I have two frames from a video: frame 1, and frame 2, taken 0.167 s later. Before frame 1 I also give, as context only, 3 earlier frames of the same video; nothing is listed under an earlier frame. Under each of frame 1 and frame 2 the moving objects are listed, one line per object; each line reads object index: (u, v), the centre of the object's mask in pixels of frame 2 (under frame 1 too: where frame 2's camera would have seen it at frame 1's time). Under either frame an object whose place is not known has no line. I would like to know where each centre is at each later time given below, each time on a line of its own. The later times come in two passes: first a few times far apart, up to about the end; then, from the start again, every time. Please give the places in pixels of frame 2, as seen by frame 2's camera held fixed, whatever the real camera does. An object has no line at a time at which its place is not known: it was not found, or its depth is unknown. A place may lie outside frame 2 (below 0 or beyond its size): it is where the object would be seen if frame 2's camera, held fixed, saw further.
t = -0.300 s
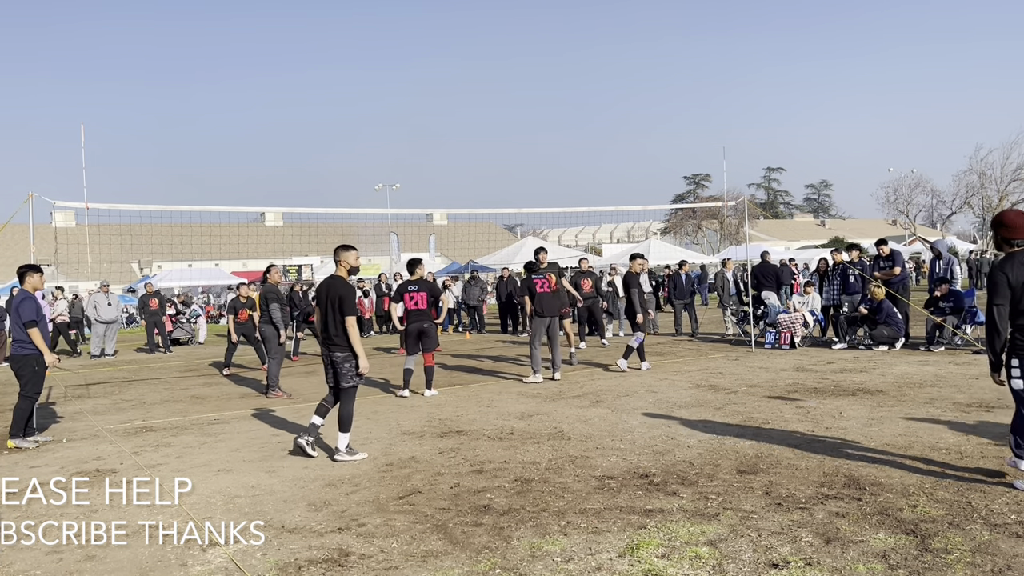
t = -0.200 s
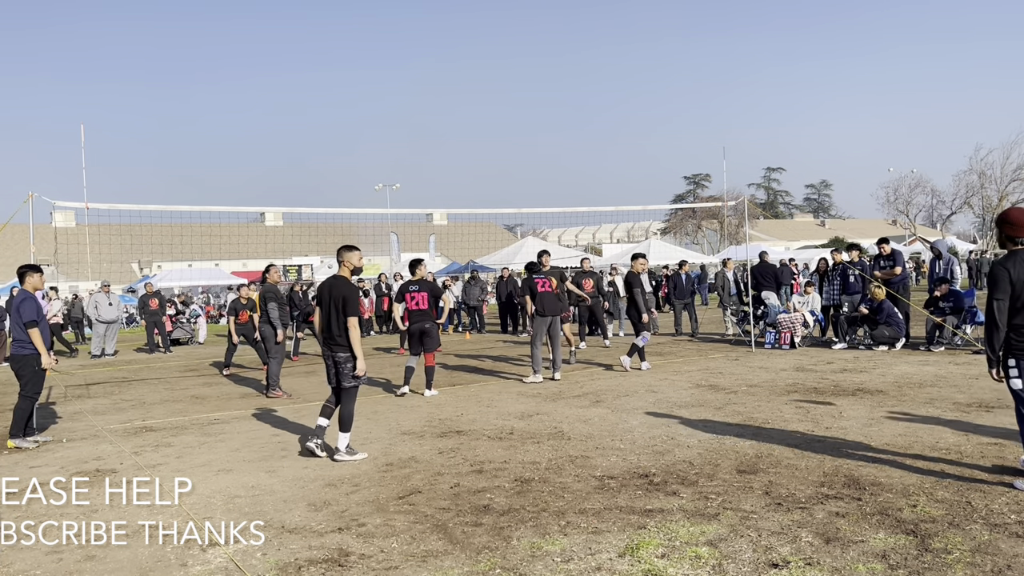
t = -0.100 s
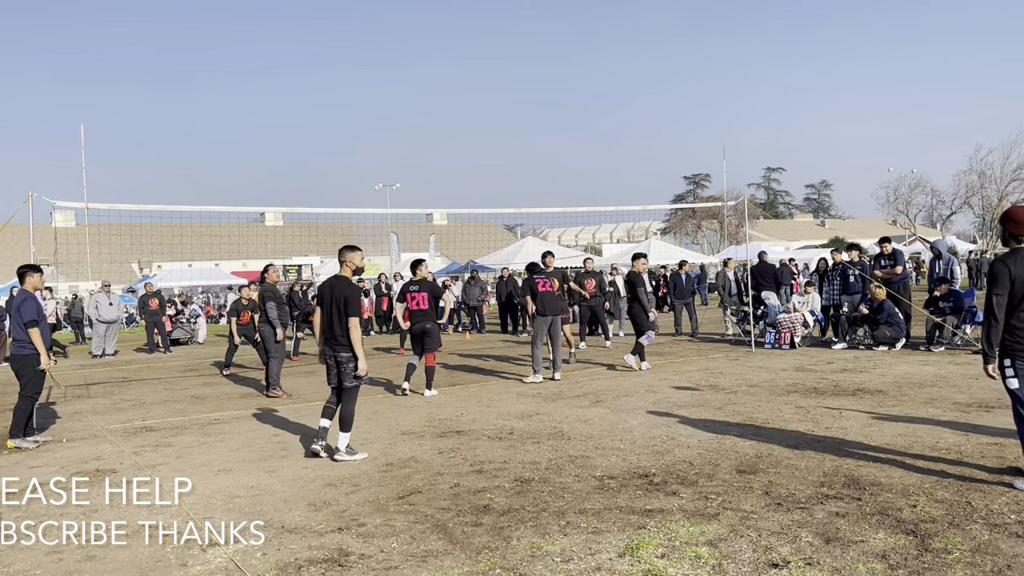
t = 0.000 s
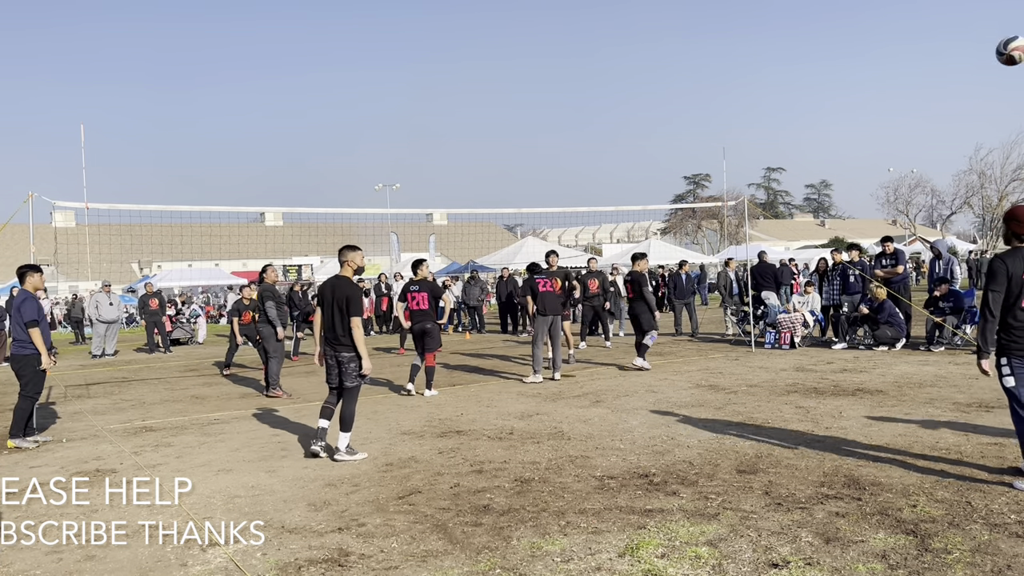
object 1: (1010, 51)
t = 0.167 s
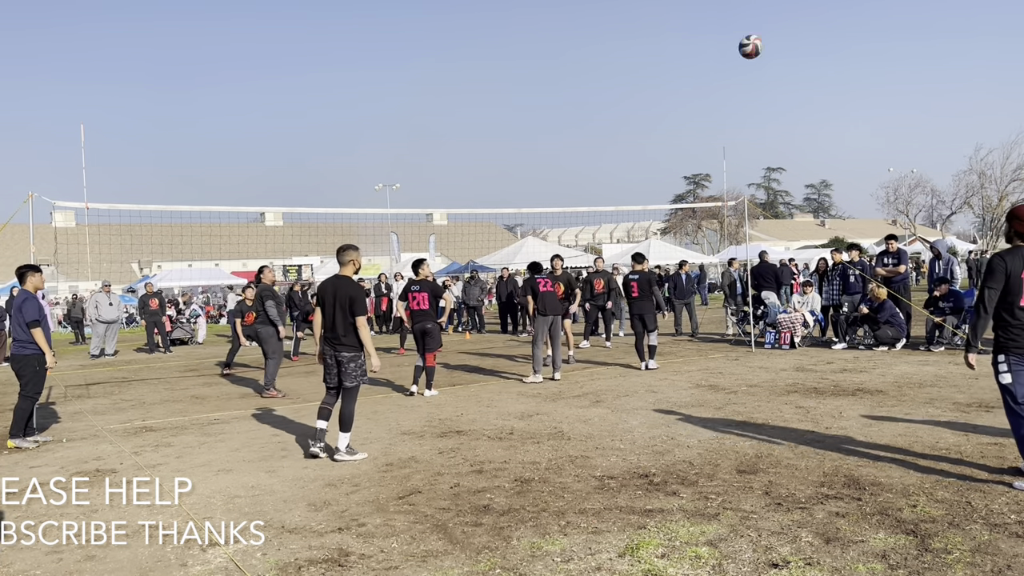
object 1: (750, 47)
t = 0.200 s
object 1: (711, 49)
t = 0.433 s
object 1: (513, 86)
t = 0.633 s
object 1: (407, 139)
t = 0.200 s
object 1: (711, 49)
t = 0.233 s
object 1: (675, 52)
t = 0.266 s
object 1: (642, 56)
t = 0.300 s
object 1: (613, 61)
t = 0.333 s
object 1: (585, 67)
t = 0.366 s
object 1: (560, 73)
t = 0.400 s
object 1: (536, 79)
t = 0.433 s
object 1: (513, 86)
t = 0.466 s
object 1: (492, 95)
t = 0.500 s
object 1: (473, 103)
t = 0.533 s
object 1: (455, 112)
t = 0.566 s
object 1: (438, 120)
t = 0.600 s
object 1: (422, 130)
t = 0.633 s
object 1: (407, 139)
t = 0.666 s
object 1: (393, 150)
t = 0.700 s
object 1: (380, 160)
